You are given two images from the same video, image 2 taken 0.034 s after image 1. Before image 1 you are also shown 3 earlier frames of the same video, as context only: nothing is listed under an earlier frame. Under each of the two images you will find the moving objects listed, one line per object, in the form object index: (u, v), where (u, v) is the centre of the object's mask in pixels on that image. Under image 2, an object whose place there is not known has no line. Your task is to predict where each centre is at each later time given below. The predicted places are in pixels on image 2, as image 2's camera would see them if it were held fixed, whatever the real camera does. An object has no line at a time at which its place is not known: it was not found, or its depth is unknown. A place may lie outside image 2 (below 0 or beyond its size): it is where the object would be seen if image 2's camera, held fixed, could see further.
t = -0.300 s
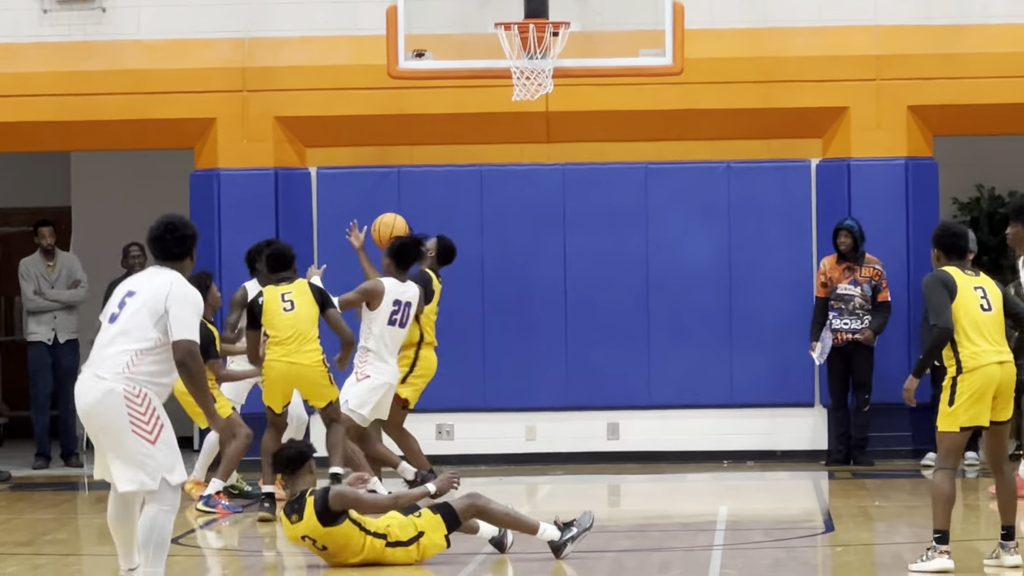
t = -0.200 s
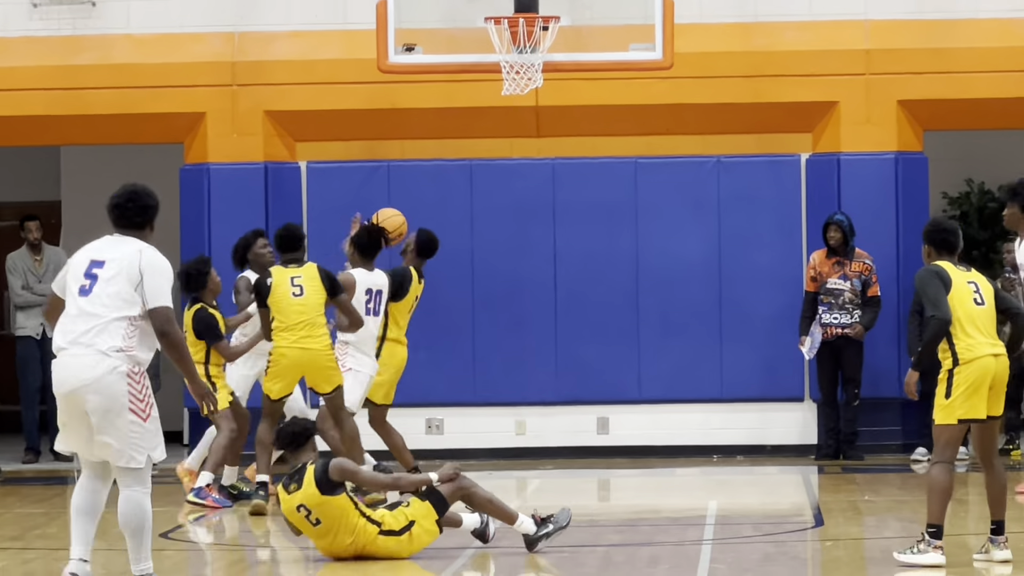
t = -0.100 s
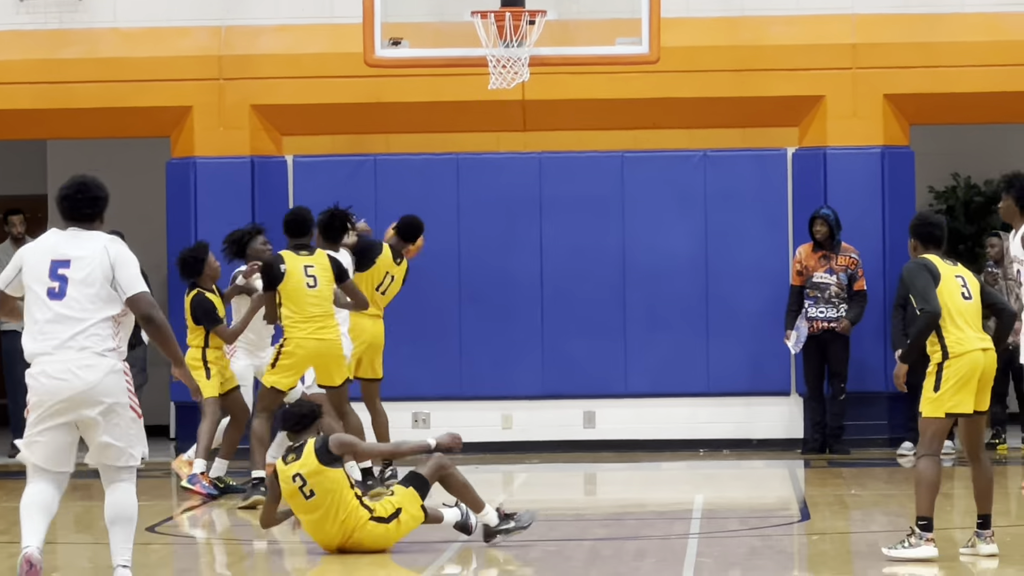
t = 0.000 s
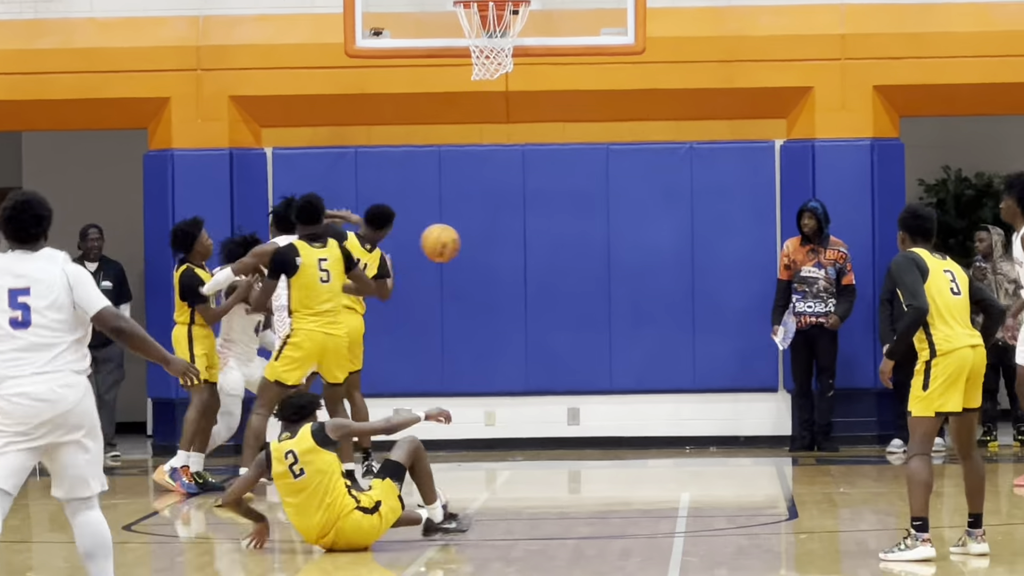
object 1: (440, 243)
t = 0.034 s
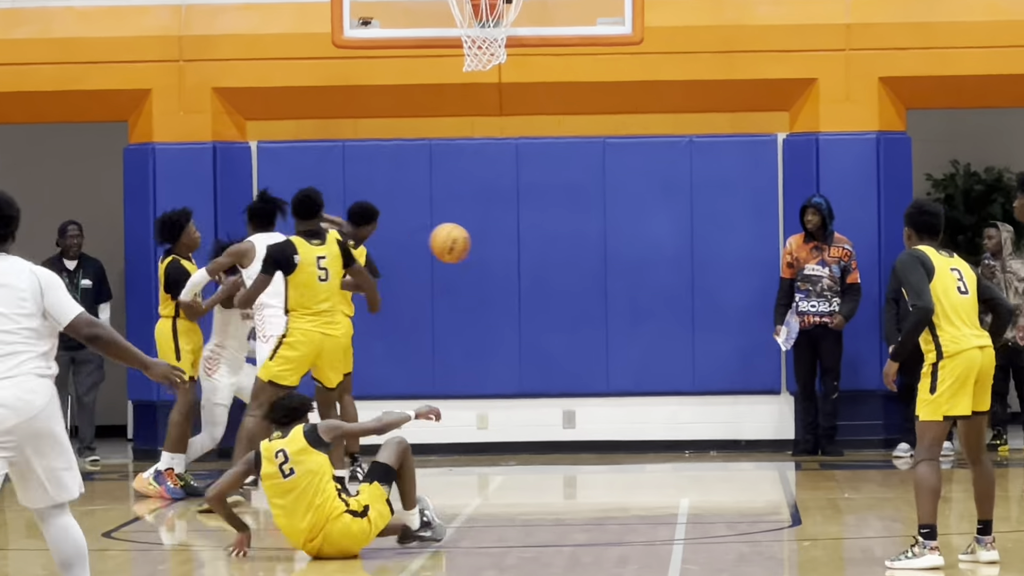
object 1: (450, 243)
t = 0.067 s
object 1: (470, 248)
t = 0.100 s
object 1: (489, 254)
